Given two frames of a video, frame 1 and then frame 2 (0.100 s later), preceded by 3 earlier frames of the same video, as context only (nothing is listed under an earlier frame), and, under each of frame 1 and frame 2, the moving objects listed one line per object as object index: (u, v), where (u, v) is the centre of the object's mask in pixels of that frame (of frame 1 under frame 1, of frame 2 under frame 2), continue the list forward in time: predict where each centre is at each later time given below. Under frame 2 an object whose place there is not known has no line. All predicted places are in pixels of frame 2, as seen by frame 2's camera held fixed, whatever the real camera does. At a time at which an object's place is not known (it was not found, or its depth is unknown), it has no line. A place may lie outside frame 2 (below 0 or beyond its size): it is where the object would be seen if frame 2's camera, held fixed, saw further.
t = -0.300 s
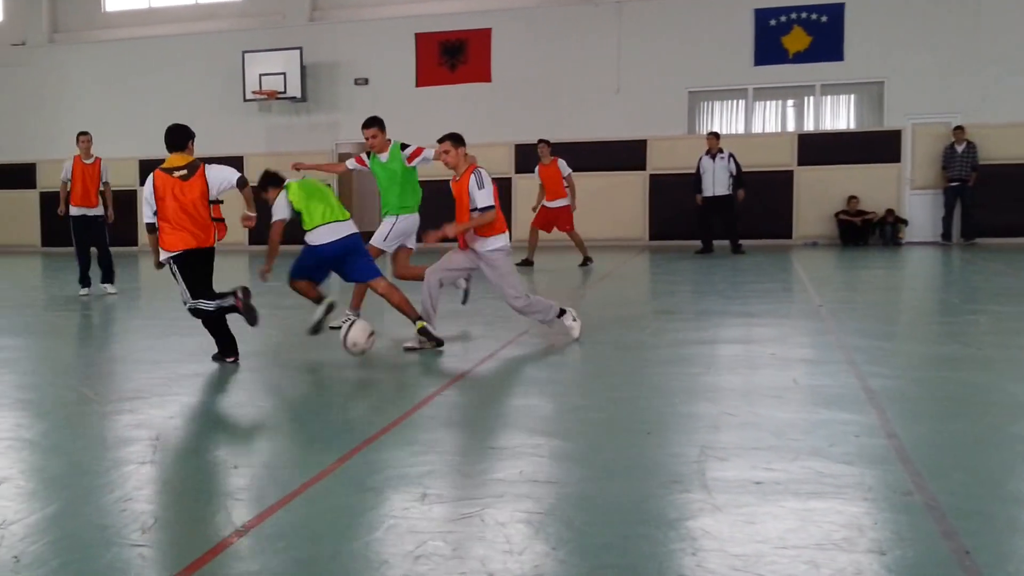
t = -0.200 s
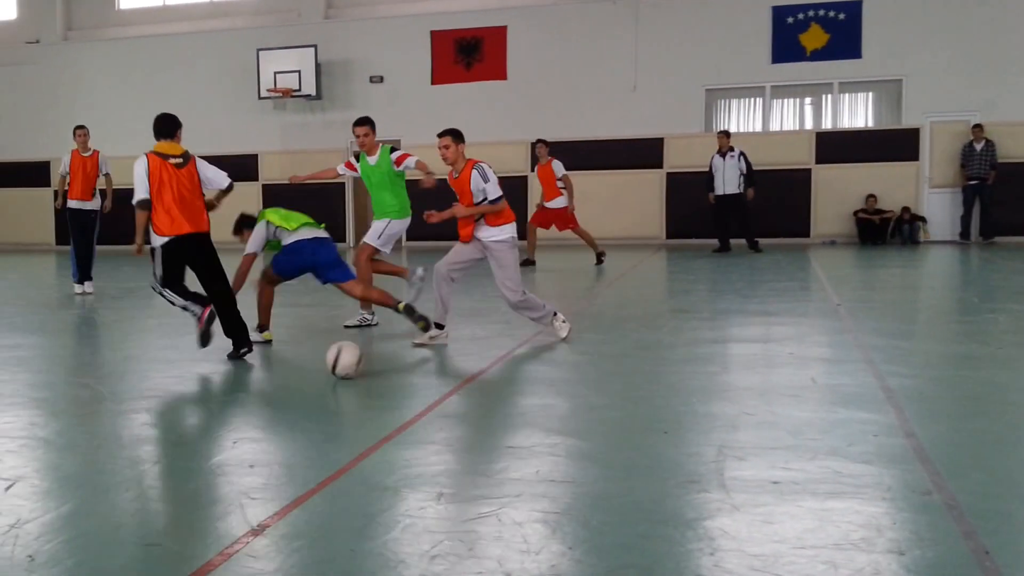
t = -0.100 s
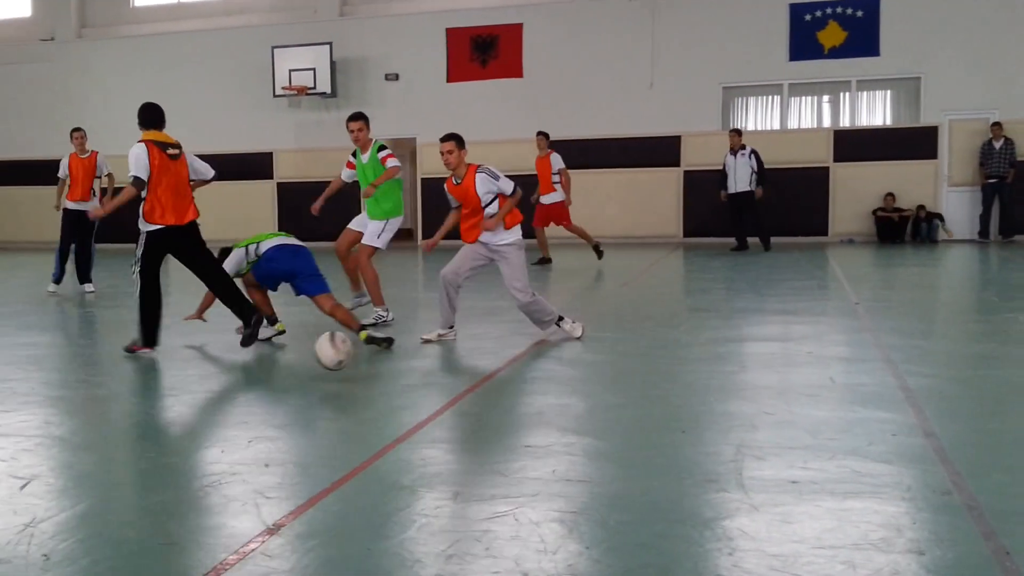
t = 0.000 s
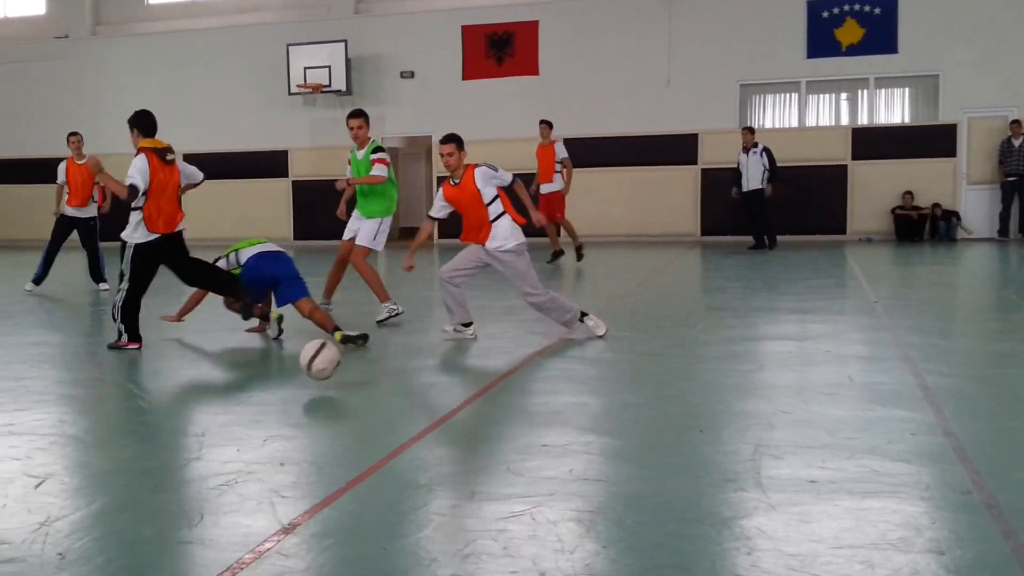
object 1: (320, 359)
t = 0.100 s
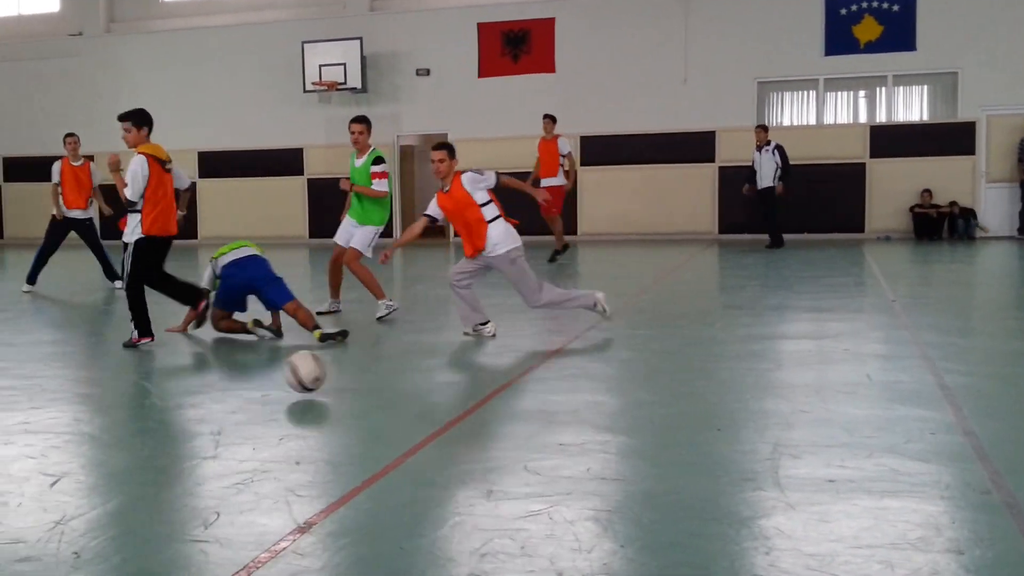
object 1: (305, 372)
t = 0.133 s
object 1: (295, 370)
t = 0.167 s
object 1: (285, 371)
